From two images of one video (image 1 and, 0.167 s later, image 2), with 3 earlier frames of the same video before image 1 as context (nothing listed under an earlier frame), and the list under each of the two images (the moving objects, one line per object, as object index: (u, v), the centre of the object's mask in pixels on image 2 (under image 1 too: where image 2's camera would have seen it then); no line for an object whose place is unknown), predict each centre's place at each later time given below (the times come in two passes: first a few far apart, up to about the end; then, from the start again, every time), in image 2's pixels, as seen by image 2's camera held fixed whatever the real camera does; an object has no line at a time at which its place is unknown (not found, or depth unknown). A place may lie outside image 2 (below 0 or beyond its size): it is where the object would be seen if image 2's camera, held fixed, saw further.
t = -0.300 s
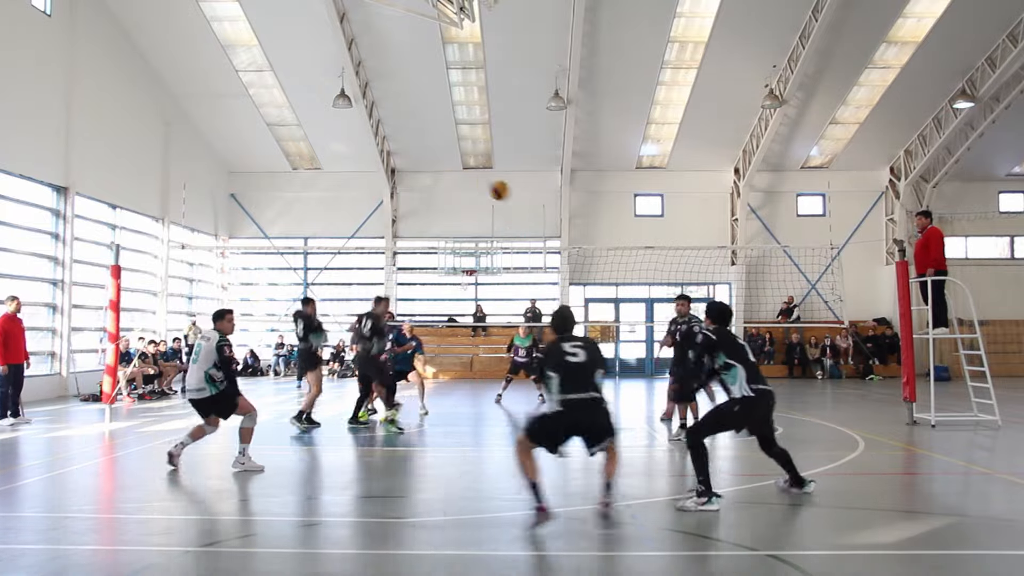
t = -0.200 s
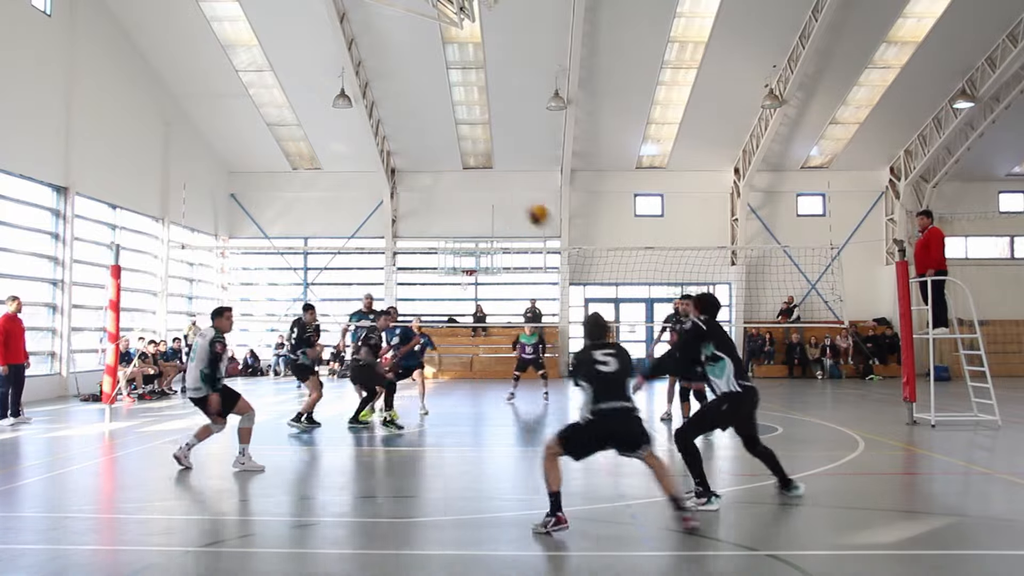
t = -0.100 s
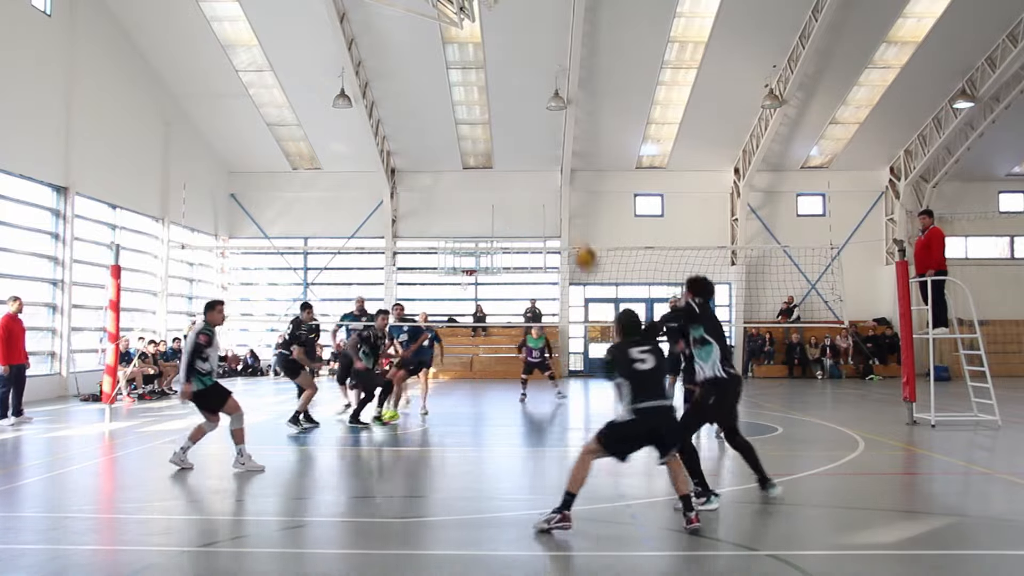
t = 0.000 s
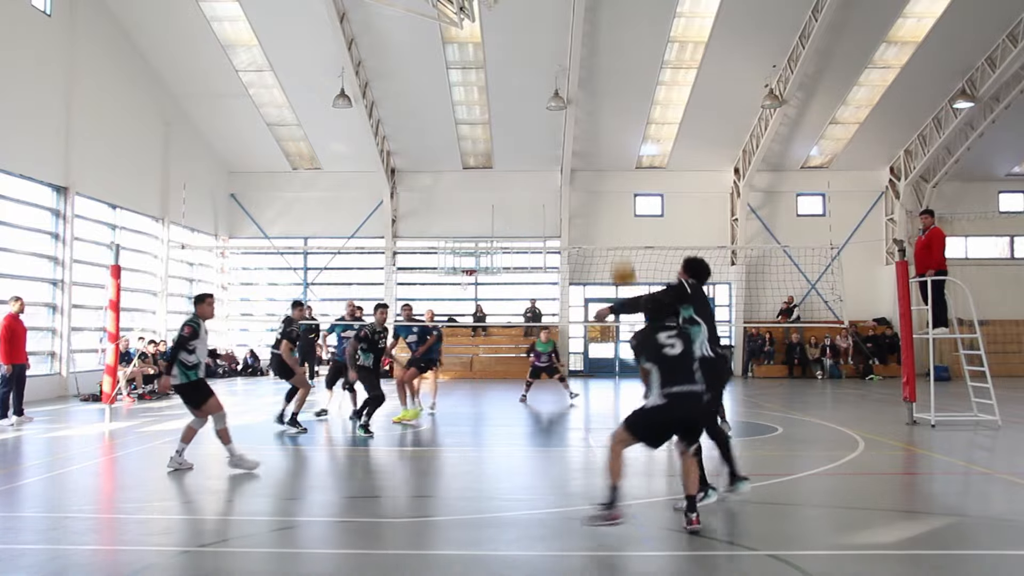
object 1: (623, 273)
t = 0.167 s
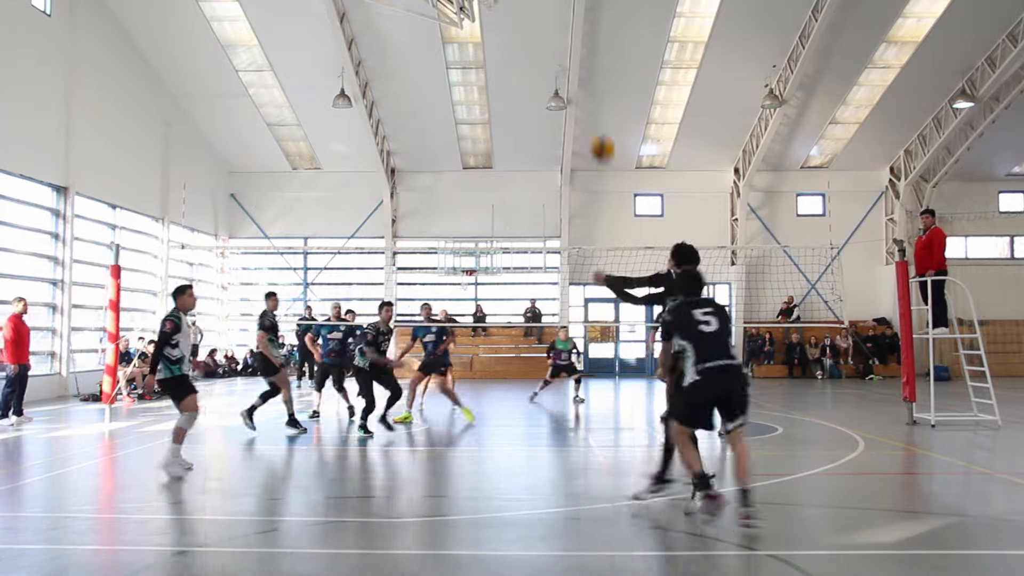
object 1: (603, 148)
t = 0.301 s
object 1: (590, 82)
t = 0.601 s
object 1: (568, 18)
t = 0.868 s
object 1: (554, 37)
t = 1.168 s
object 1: (541, 124)
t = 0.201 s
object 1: (599, 130)
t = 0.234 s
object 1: (596, 111)
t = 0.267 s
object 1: (593, 96)
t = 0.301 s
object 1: (590, 82)
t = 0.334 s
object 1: (586, 69)
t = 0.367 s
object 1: (584, 58)
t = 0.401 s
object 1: (582, 49)
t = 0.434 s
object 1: (579, 41)
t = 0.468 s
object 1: (576, 34)
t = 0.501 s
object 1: (574, 28)
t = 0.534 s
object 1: (572, 23)
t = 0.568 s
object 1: (570, 20)
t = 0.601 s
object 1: (568, 18)
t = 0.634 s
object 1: (566, 17)
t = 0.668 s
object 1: (564, 17)
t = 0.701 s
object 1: (562, 18)
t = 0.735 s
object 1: (560, 20)
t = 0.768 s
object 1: (558, 23)
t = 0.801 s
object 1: (557, 27)
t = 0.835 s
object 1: (555, 32)
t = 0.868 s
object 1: (554, 37)
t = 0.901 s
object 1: (552, 43)
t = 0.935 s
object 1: (551, 51)
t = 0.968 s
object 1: (549, 59)
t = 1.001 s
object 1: (548, 68)
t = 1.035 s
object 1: (547, 78)
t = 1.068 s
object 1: (545, 87)
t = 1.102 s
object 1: (544, 99)
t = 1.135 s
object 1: (542, 111)
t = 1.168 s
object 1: (541, 124)
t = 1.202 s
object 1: (540, 137)
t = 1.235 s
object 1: (539, 151)
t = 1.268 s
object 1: (537, 165)
